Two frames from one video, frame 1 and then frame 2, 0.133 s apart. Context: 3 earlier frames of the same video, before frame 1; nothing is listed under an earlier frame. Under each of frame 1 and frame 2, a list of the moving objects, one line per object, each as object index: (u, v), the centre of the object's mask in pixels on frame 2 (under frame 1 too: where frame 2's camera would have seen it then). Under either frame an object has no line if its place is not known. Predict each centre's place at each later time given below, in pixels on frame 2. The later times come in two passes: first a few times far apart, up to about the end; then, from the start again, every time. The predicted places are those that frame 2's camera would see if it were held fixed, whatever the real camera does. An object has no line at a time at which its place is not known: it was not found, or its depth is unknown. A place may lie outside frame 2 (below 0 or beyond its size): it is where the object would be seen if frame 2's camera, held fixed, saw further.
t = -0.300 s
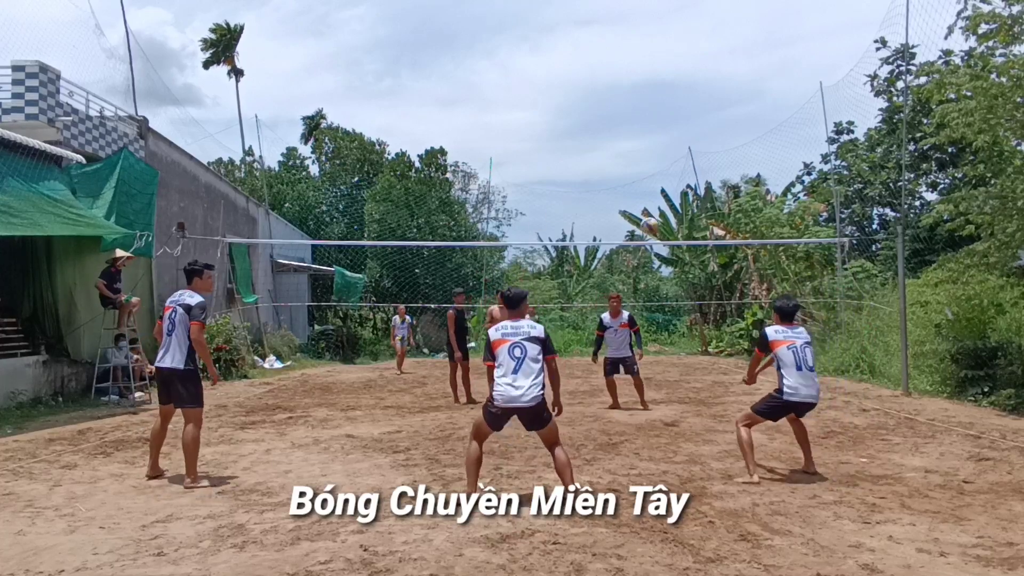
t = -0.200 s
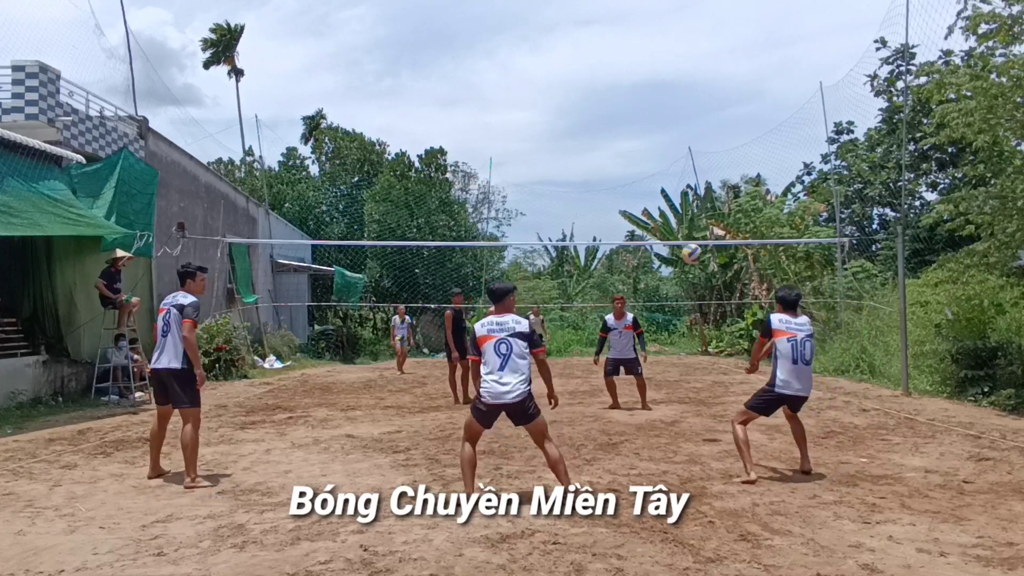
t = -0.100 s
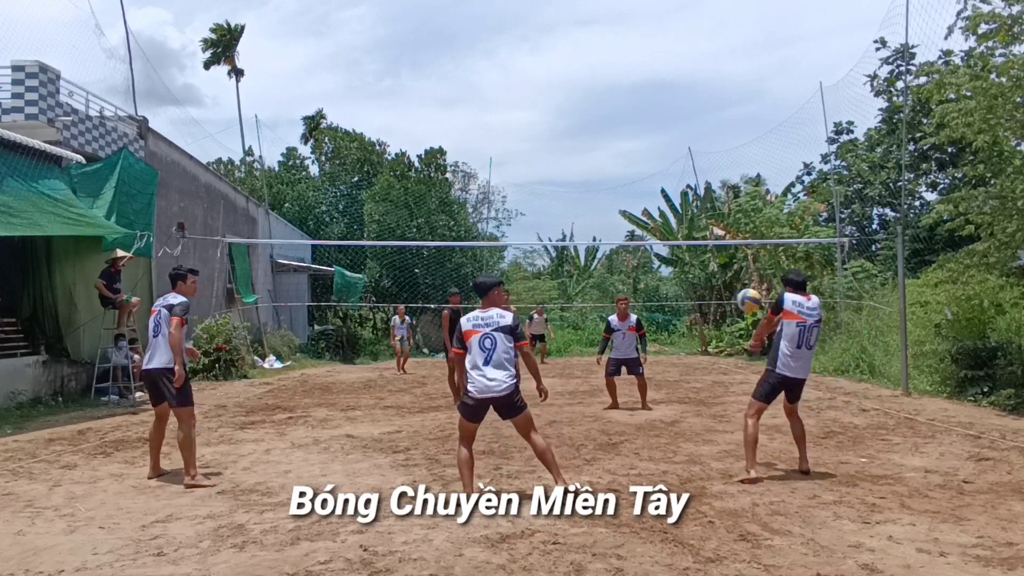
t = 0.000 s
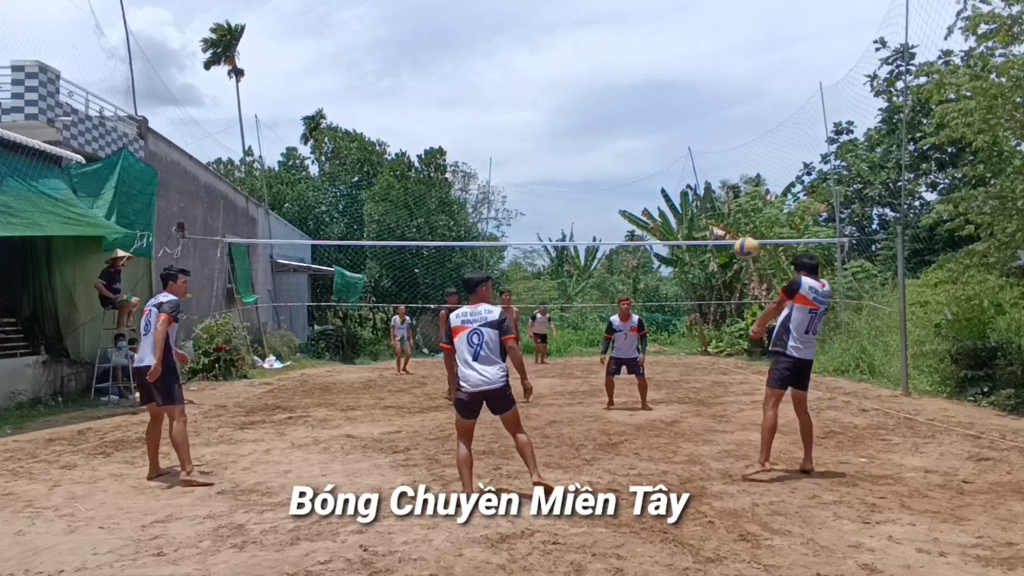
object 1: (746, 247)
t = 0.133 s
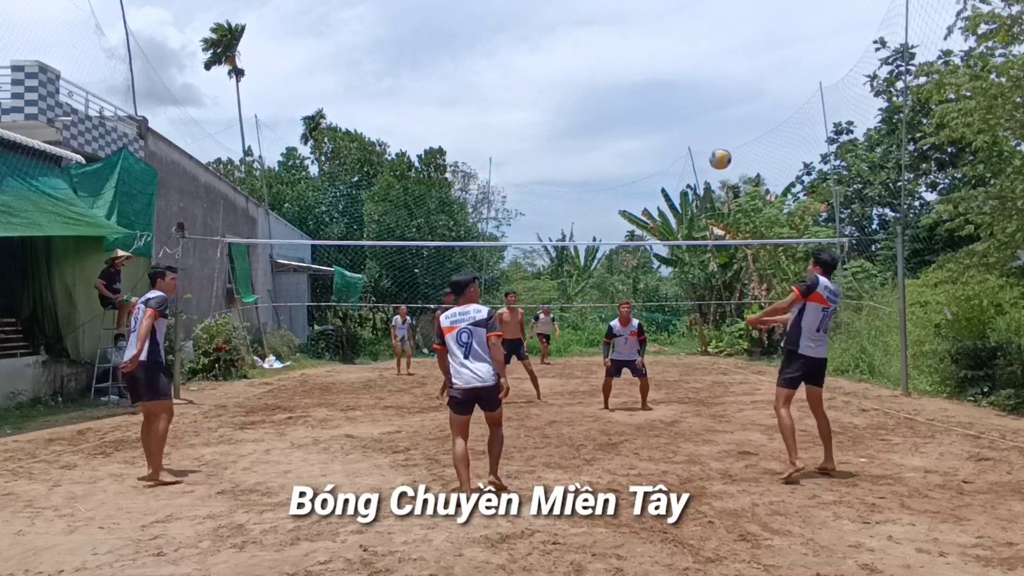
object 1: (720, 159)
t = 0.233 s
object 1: (703, 108)
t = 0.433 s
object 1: (673, 45)
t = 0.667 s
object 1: (644, 21)
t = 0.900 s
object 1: (620, 42)
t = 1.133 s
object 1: (600, 101)
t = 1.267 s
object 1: (589, 149)
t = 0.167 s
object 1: (714, 141)
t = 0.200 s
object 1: (708, 123)
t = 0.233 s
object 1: (703, 108)
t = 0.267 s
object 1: (698, 95)
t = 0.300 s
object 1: (692, 82)
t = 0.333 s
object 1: (687, 71)
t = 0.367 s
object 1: (682, 61)
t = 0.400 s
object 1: (678, 52)
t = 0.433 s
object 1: (673, 45)
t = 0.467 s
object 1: (668, 38)
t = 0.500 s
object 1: (664, 33)
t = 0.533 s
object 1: (660, 28)
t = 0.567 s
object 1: (655, 25)
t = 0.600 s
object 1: (652, 23)
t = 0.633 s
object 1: (648, 22)
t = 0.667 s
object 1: (644, 21)
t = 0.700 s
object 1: (640, 22)
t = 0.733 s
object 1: (636, 23)
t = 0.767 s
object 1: (633, 25)
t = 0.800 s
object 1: (630, 28)
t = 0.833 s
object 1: (626, 32)
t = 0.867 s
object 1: (623, 37)
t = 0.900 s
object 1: (620, 42)
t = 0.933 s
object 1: (617, 48)
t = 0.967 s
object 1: (614, 55)
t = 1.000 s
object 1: (611, 63)
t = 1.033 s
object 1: (608, 71)
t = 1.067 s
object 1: (605, 81)
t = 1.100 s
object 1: (603, 90)
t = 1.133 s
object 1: (600, 101)
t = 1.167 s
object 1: (597, 112)
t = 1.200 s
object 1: (594, 124)
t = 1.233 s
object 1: (592, 136)
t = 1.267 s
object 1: (589, 149)
